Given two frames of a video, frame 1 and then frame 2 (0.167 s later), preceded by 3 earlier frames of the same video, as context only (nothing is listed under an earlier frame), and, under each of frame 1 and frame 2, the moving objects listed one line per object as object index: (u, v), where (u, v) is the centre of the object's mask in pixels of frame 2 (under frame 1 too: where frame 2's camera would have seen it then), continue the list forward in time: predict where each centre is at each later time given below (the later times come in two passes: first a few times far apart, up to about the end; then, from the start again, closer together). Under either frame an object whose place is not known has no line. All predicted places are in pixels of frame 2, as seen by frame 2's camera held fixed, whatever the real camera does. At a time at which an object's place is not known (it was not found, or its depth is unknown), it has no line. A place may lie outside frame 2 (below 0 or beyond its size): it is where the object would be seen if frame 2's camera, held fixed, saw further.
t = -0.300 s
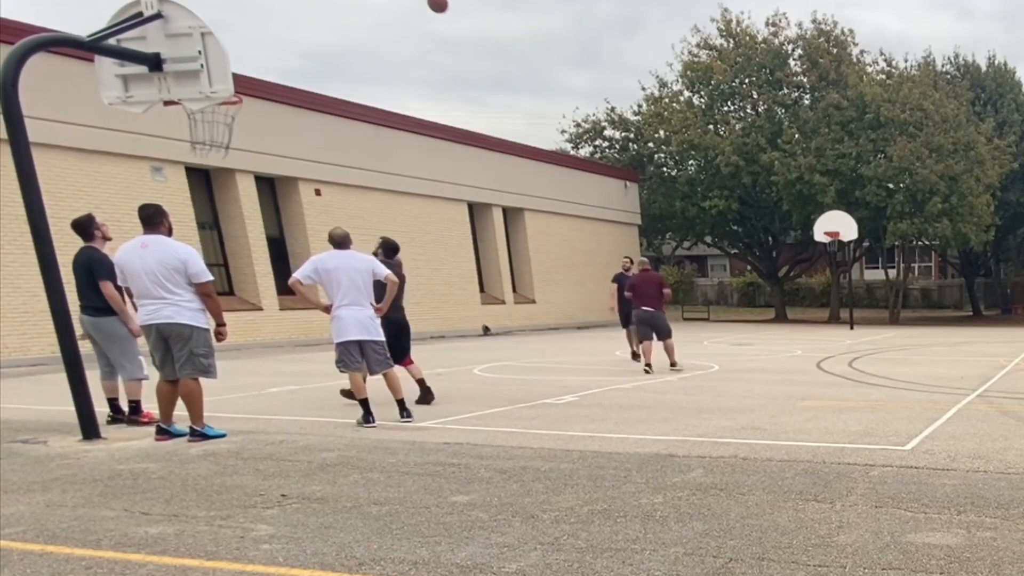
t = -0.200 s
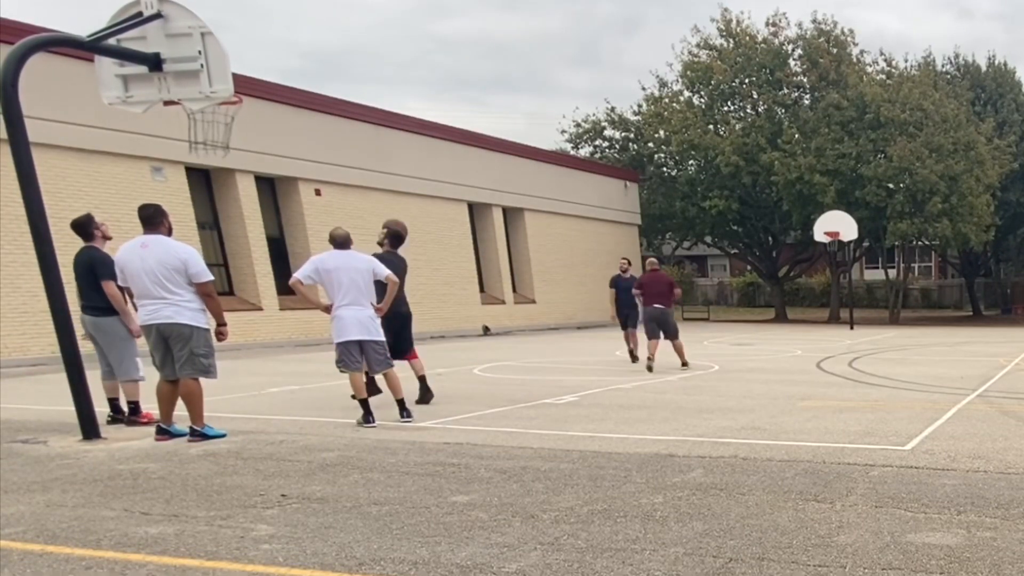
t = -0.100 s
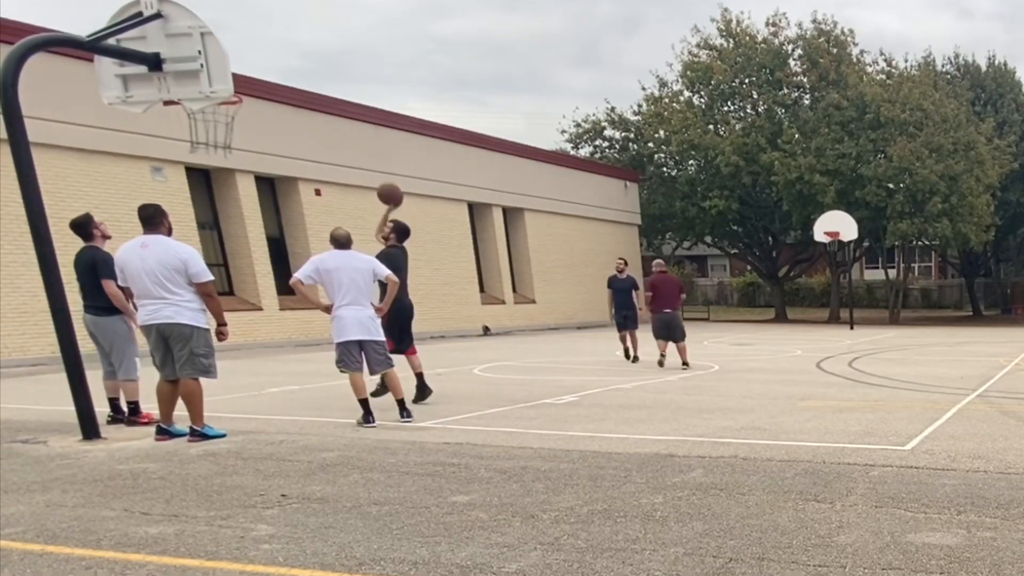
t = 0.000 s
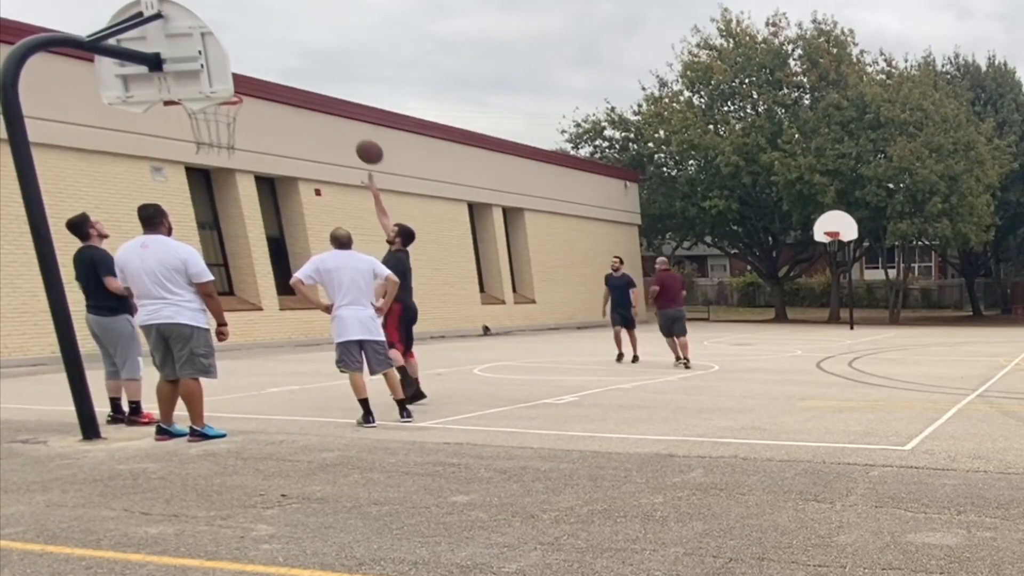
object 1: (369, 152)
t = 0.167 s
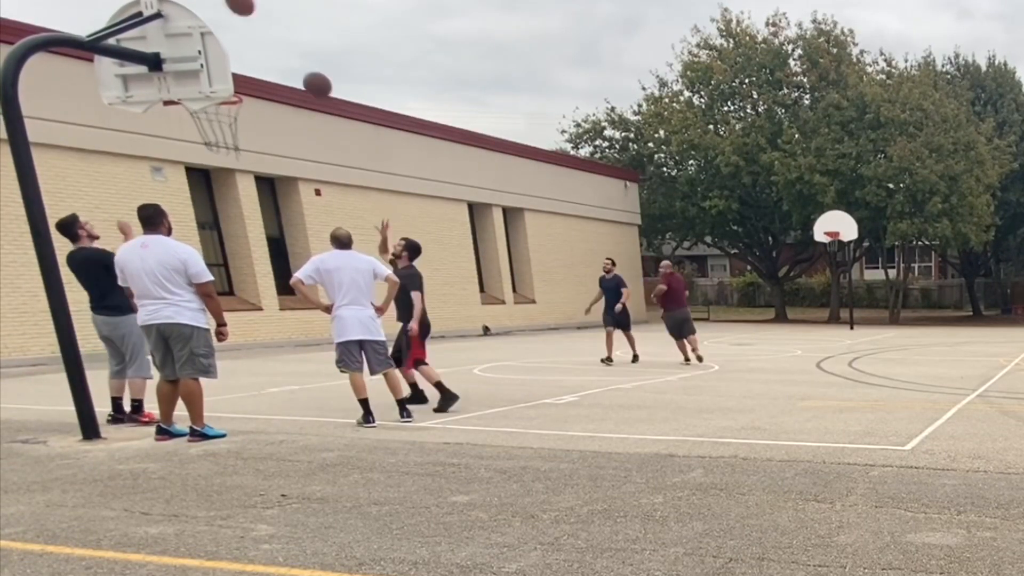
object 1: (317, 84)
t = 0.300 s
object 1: (276, 48)
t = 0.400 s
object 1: (247, 34)
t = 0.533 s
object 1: (216, 28)
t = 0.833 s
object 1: (199, 126)
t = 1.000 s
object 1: (206, 142)
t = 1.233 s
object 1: (228, 195)
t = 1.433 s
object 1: (254, 283)
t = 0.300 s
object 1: (276, 48)
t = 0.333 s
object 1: (266, 42)
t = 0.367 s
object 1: (257, 37)
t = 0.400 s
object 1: (247, 34)
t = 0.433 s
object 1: (237, 31)
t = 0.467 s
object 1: (228, 30)
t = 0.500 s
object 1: (222, 29)
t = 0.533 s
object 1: (216, 28)
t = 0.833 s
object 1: (199, 126)
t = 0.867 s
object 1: (199, 131)
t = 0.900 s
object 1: (200, 135)
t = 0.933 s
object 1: (202, 137)
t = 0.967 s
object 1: (204, 140)
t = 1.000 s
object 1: (206, 142)
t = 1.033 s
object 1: (209, 146)
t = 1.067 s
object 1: (212, 152)
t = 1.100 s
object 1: (215, 158)
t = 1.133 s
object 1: (218, 165)
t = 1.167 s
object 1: (221, 175)
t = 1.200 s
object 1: (225, 184)
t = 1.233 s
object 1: (228, 195)
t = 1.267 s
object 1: (233, 208)
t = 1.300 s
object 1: (237, 222)
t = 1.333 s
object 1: (241, 235)
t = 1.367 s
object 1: (245, 250)
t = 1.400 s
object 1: (249, 266)
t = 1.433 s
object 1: (254, 283)
